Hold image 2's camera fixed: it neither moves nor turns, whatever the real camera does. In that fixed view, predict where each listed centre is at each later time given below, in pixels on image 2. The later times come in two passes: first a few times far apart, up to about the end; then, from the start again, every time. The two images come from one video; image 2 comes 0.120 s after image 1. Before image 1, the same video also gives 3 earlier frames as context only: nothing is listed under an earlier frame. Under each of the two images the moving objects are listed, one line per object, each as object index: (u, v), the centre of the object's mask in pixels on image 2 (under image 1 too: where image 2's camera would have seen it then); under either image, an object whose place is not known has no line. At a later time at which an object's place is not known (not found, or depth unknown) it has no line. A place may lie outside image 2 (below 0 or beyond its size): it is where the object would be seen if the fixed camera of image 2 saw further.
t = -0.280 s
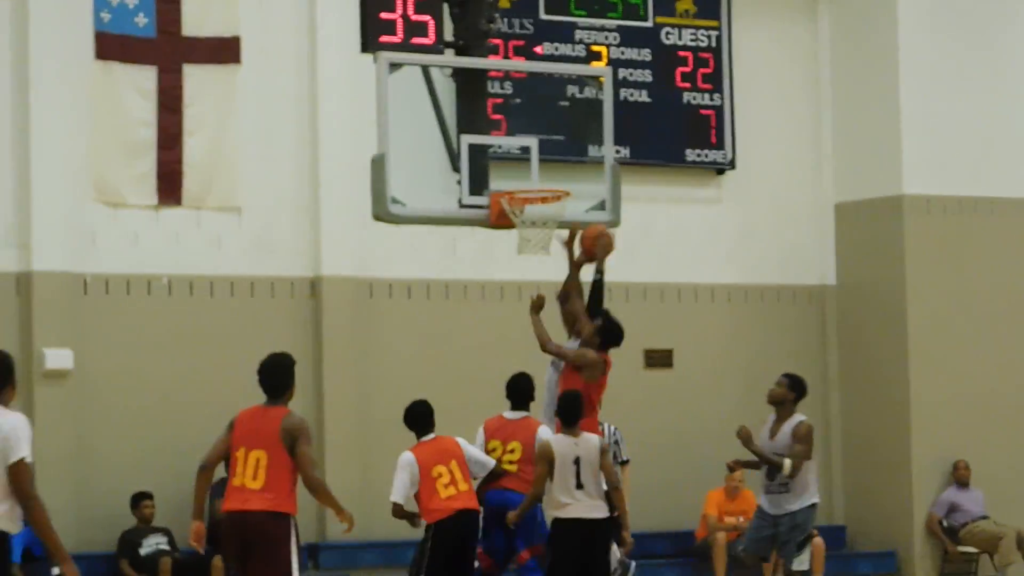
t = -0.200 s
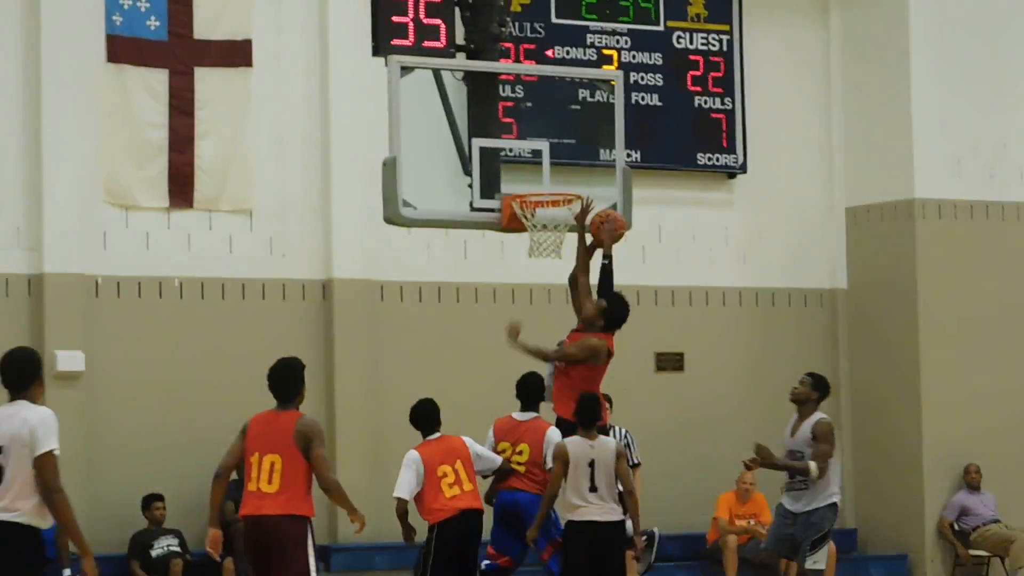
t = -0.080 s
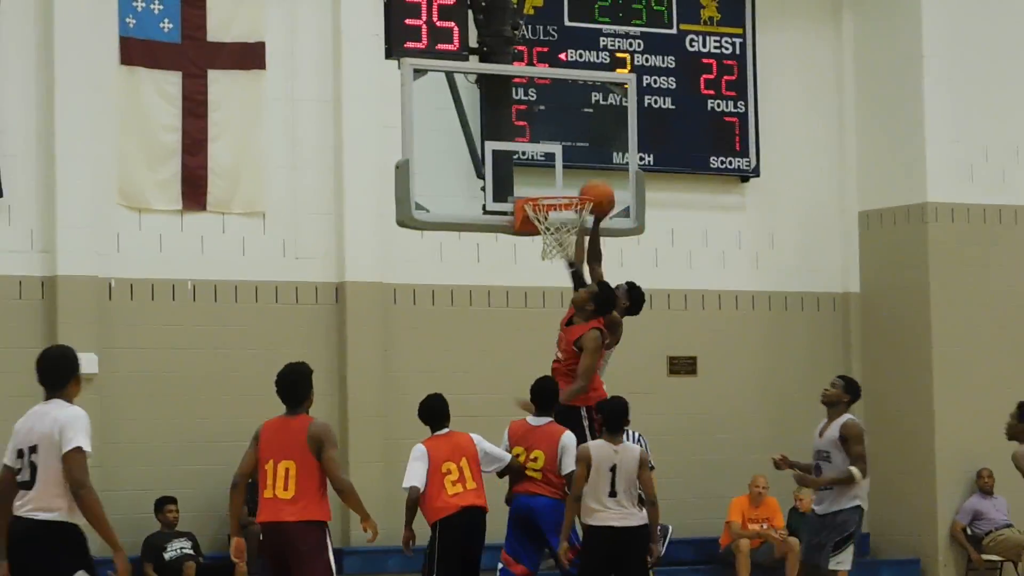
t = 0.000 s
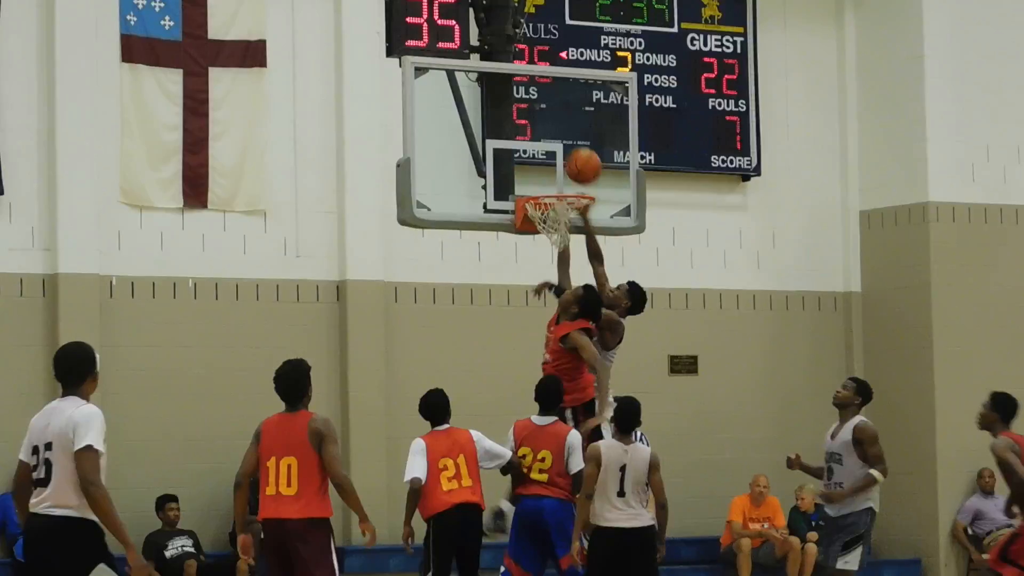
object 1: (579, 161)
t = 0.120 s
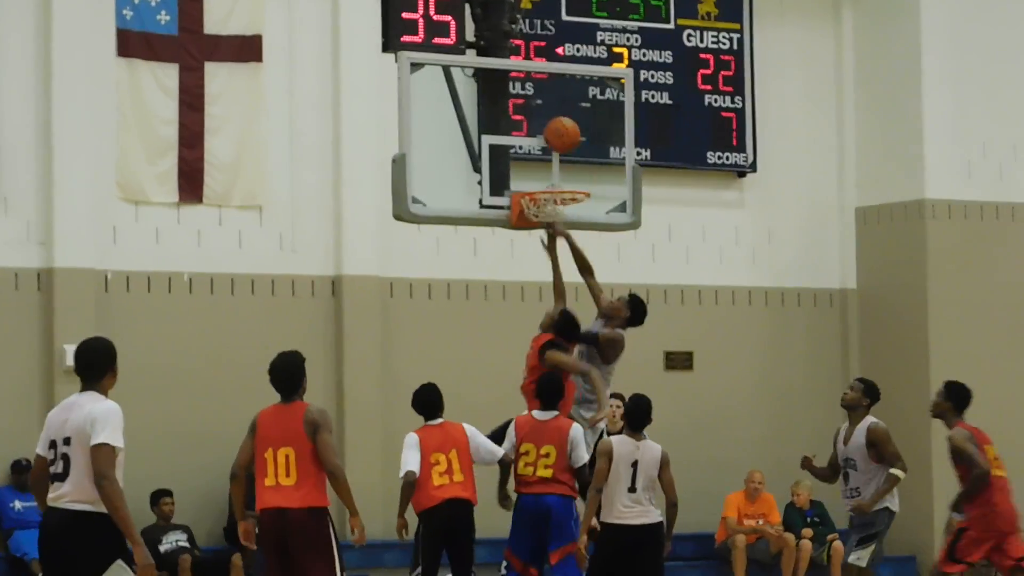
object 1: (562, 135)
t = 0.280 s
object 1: (575, 138)
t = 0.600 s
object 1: (603, 153)
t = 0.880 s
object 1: (629, 197)
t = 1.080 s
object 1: (649, 296)
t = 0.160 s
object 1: (565, 132)
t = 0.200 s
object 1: (569, 132)
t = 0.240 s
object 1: (572, 134)
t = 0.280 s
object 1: (575, 138)
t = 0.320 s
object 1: (579, 144)
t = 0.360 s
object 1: (583, 153)
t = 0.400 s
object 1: (586, 164)
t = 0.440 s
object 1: (590, 176)
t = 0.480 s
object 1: (593, 170)
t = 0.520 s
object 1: (596, 162)
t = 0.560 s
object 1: (600, 156)
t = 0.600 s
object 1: (603, 153)
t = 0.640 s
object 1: (607, 153)
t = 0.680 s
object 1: (610, 154)
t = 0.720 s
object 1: (614, 158)
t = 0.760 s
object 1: (618, 164)
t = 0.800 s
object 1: (622, 173)
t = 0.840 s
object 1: (625, 184)
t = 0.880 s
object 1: (629, 197)
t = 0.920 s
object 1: (633, 212)
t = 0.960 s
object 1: (637, 229)
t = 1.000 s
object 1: (641, 249)
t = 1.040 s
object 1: (645, 271)
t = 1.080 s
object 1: (649, 296)
